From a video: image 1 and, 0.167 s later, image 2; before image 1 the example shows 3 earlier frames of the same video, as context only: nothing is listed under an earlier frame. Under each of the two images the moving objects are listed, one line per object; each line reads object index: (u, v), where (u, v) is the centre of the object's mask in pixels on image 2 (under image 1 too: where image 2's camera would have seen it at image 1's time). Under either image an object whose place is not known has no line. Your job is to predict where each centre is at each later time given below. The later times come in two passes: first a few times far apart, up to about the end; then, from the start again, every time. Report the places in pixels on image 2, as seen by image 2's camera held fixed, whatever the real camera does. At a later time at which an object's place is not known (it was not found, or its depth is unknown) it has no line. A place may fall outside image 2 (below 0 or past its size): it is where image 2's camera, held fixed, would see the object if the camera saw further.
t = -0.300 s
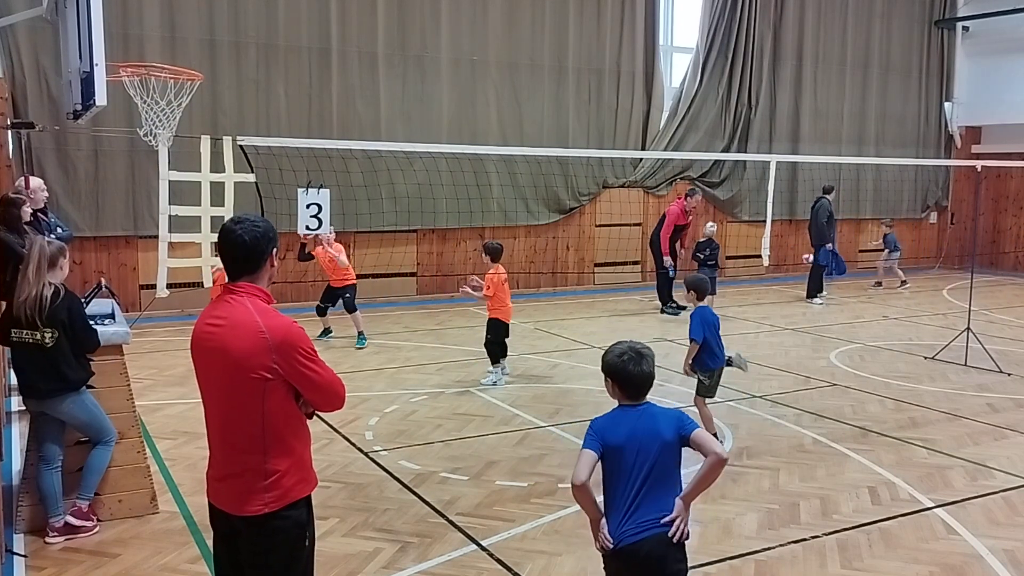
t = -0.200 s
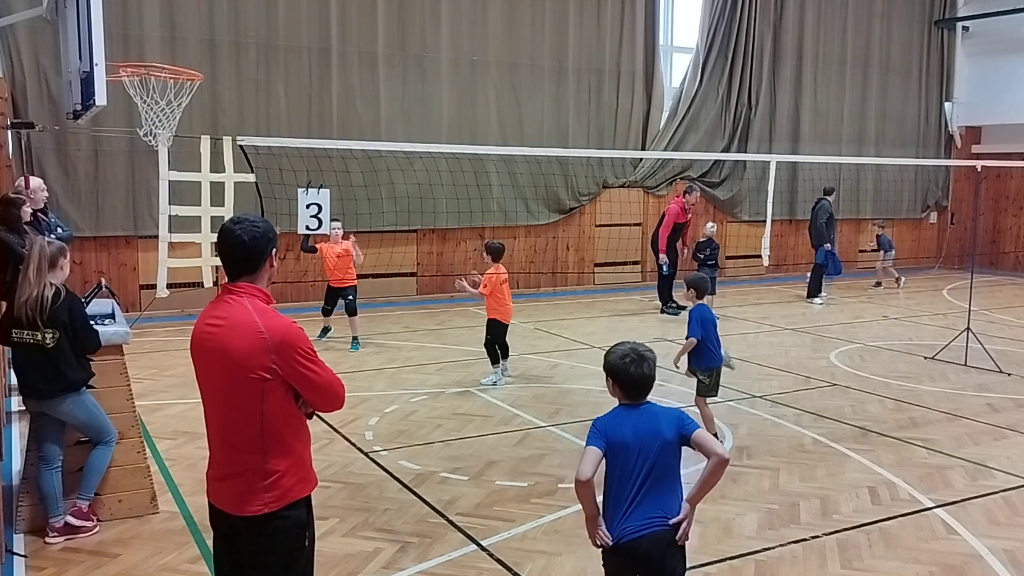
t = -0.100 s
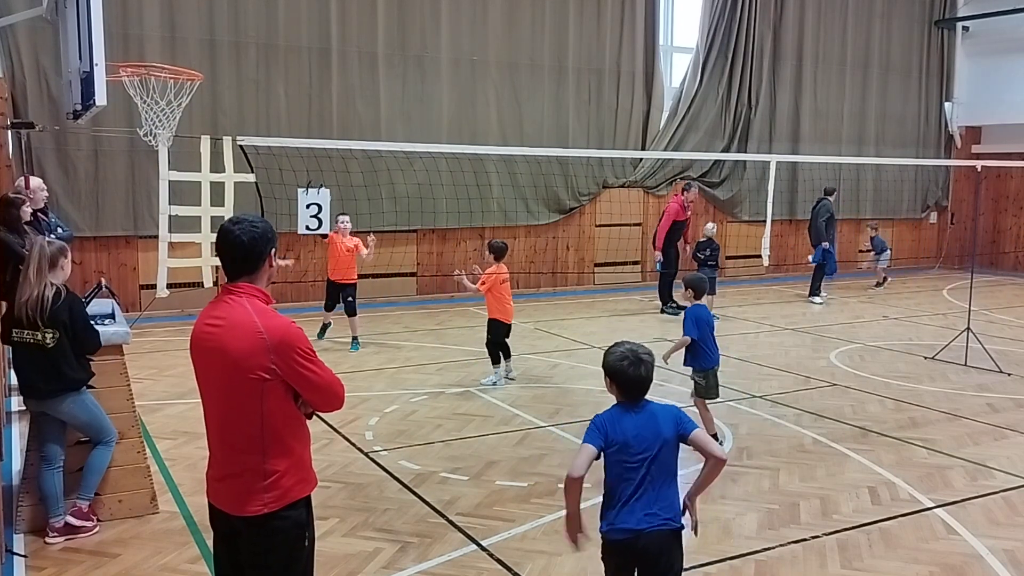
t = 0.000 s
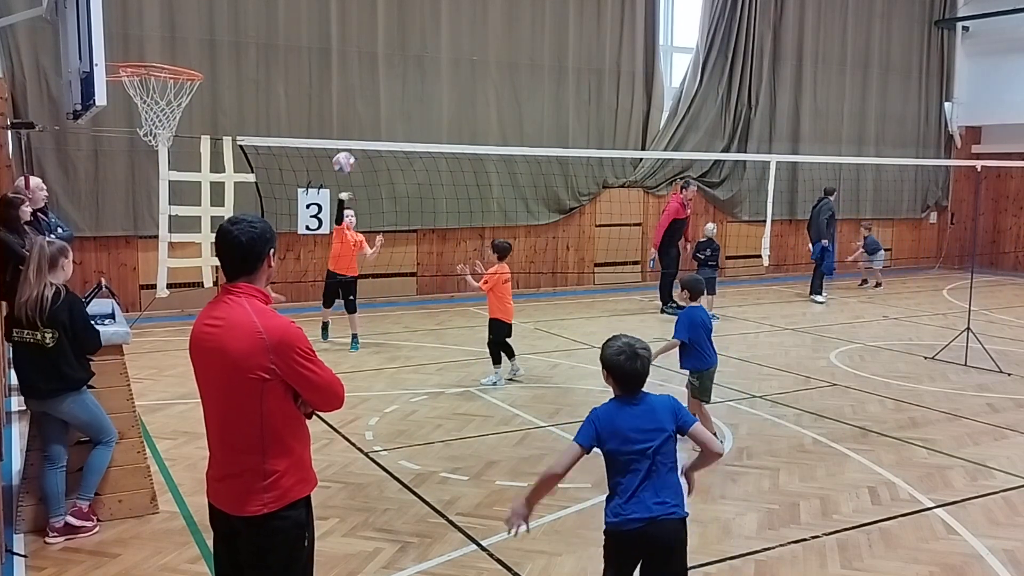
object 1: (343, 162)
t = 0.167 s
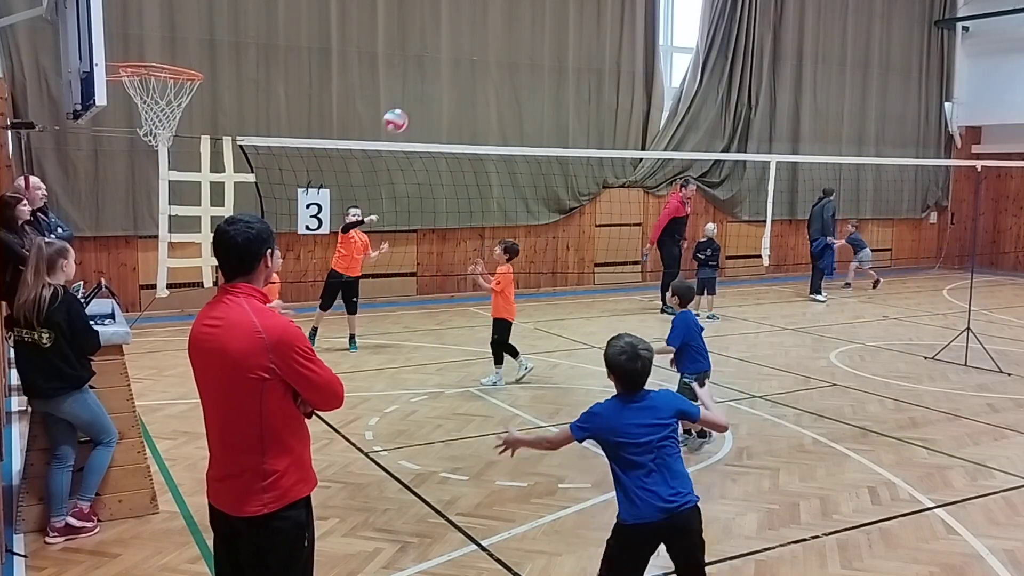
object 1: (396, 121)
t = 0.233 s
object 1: (419, 110)
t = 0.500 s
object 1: (533, 112)
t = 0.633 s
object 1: (608, 154)
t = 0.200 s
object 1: (406, 114)
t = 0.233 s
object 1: (419, 110)
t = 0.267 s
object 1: (431, 106)
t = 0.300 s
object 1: (445, 103)
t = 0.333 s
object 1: (459, 101)
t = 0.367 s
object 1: (472, 100)
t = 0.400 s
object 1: (487, 101)
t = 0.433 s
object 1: (502, 103)
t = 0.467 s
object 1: (517, 106)
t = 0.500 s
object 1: (533, 112)
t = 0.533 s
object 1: (551, 120)
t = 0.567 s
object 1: (569, 129)
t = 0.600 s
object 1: (588, 140)
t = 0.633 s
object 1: (608, 154)
